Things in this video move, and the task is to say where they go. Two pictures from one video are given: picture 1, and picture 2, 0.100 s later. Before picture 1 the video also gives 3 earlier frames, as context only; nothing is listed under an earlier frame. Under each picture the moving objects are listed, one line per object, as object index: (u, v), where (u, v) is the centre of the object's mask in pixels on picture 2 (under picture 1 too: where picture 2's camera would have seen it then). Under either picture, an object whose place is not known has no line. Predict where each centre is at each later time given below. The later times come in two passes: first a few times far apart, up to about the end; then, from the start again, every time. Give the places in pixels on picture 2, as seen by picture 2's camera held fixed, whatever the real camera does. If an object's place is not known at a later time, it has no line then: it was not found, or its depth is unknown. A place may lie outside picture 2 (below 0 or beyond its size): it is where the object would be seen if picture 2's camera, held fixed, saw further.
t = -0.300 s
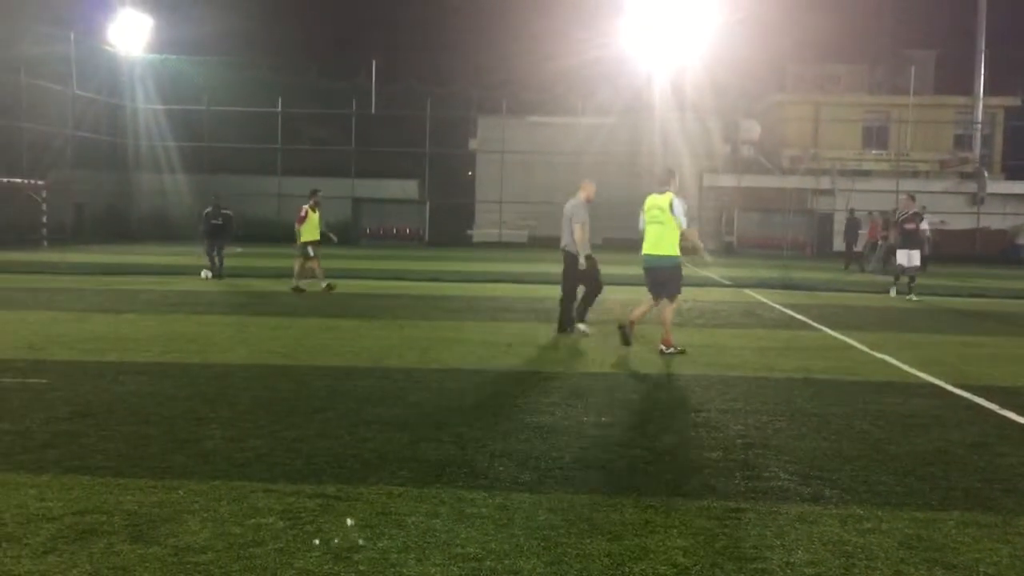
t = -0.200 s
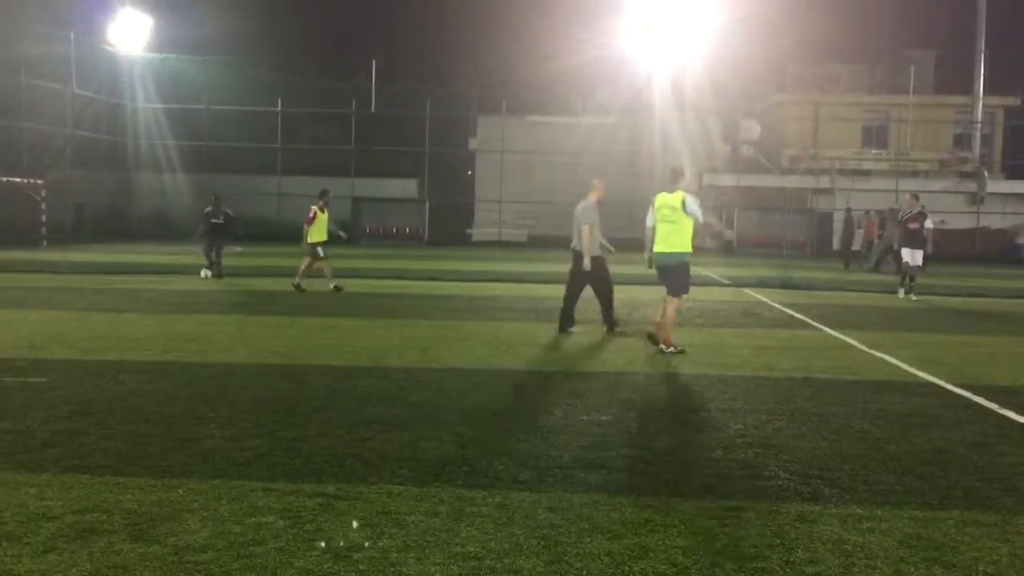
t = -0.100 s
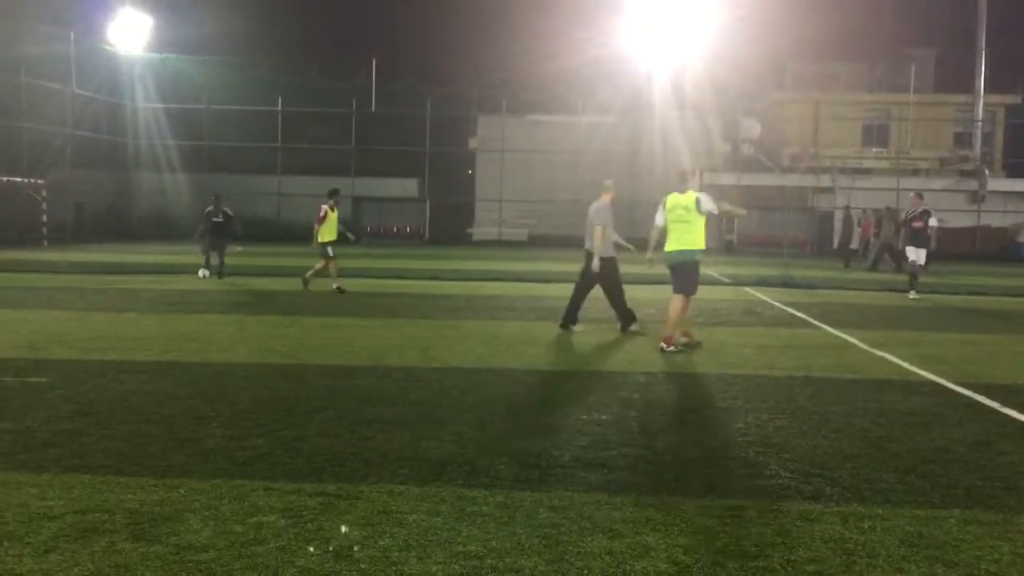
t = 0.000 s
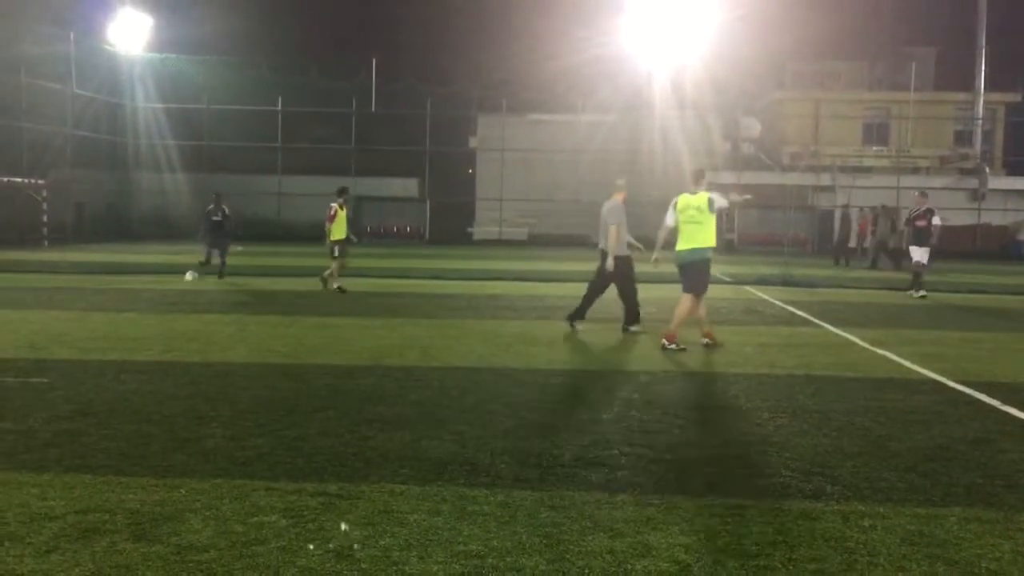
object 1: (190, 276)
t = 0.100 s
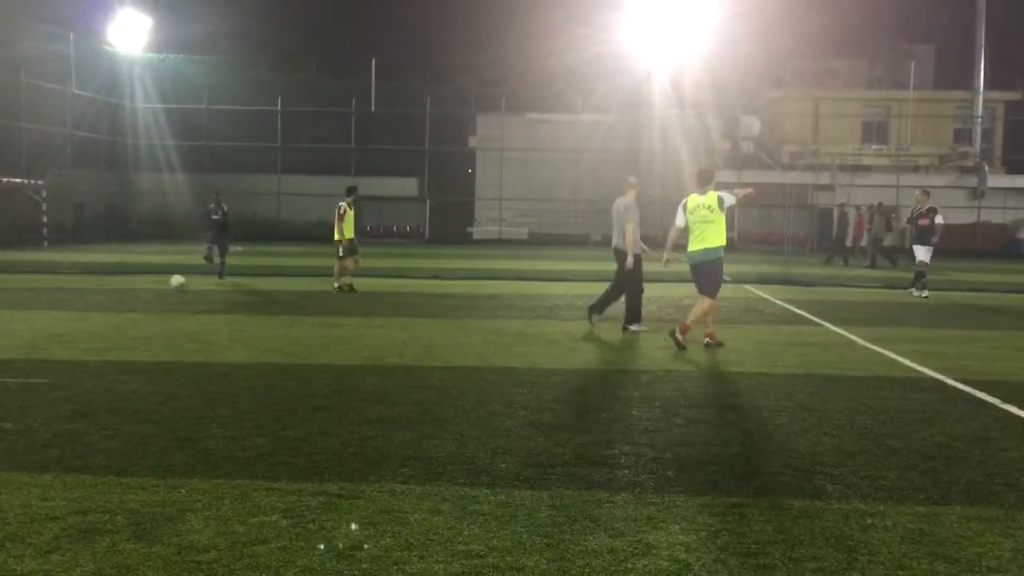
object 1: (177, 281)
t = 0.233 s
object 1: (157, 288)
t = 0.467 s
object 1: (115, 303)
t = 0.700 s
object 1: (63, 320)
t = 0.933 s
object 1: (4, 340)
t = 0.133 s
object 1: (172, 282)
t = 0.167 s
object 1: (168, 283)
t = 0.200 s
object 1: (162, 286)
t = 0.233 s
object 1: (157, 288)
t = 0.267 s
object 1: (151, 290)
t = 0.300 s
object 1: (145, 292)
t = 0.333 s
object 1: (139, 294)
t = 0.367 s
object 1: (134, 295)
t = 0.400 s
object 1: (128, 297)
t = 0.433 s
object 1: (121, 300)
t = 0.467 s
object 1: (115, 303)
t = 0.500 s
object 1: (107, 304)
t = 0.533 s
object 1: (101, 306)
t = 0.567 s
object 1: (94, 308)
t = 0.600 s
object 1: (86, 312)
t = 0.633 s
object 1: (78, 316)
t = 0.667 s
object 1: (70, 318)
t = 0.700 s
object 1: (63, 320)
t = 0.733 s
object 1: (57, 322)
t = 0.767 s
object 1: (47, 327)
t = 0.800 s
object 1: (38, 328)
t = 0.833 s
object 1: (30, 330)
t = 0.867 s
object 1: (22, 334)
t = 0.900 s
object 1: (11, 338)
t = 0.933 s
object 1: (4, 340)
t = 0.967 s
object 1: (-6, 342)
